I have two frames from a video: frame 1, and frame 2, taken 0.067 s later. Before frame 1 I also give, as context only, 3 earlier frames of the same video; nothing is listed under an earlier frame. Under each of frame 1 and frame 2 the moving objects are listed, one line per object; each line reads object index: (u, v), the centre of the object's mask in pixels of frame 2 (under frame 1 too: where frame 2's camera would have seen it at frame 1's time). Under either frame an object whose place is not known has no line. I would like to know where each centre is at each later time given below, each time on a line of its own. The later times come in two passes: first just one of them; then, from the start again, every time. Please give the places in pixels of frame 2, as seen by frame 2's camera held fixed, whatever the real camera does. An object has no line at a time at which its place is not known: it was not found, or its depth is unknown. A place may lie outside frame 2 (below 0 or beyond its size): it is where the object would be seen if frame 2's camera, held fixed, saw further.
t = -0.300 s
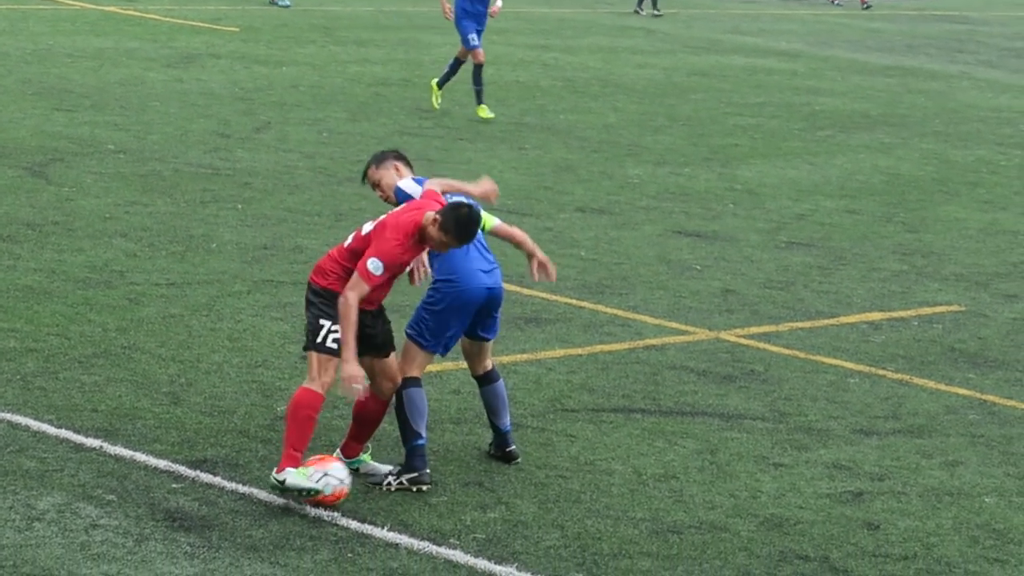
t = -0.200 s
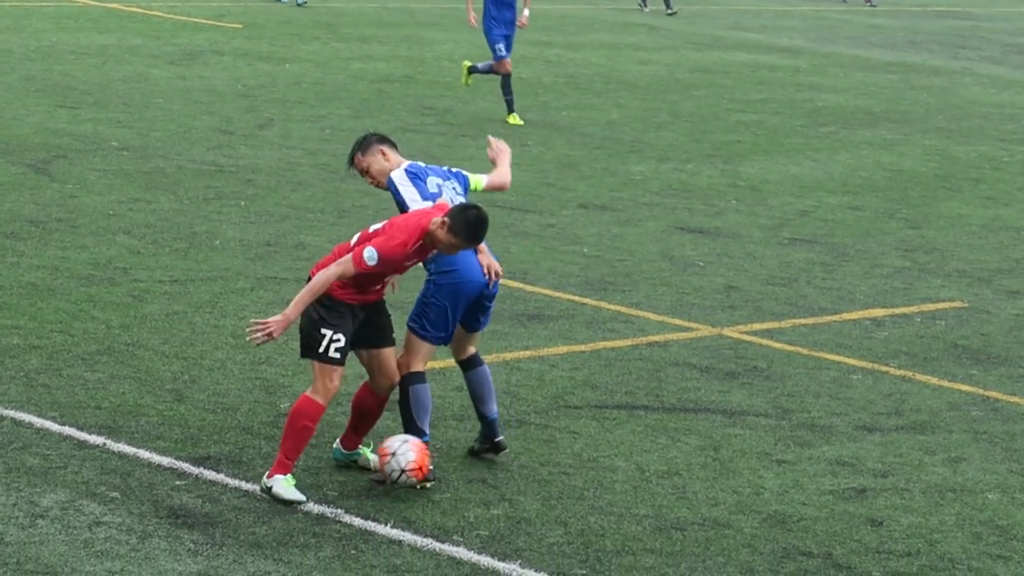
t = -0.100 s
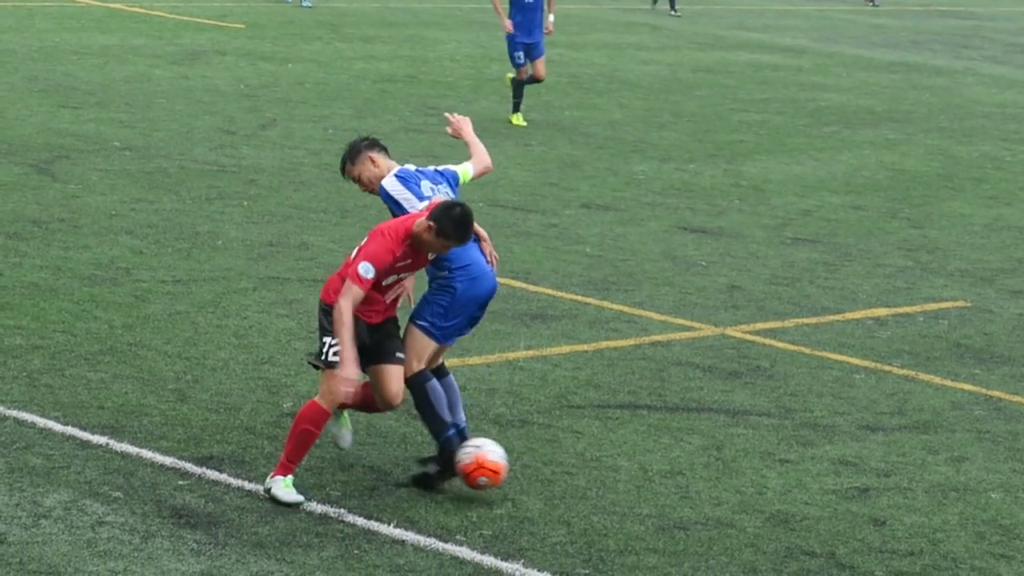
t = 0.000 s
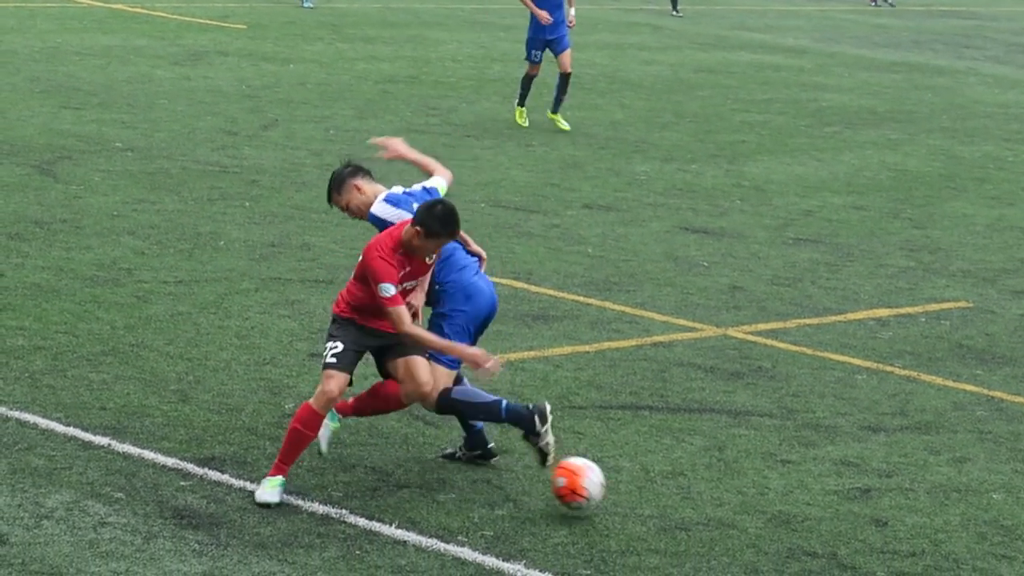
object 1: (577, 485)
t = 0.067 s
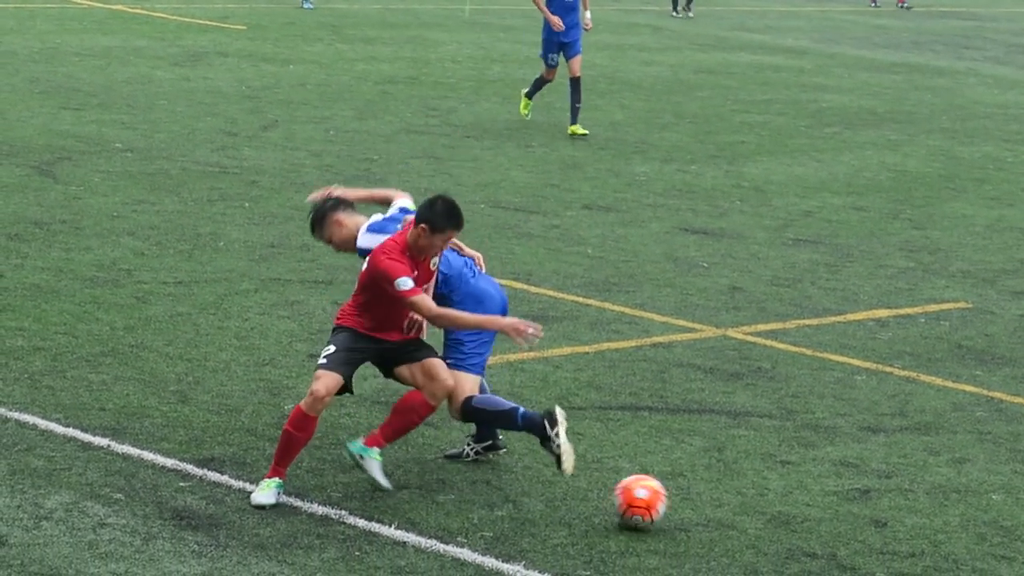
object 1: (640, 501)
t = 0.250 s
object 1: (787, 519)
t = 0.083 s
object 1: (653, 500)
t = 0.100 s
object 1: (667, 498)
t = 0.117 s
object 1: (680, 498)
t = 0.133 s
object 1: (692, 498)
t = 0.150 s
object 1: (705, 499)
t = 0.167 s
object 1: (719, 501)
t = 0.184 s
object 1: (733, 503)
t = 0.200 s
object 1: (746, 506)
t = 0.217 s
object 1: (759, 510)
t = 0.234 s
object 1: (774, 513)
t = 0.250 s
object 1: (787, 519)
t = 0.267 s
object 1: (799, 525)
